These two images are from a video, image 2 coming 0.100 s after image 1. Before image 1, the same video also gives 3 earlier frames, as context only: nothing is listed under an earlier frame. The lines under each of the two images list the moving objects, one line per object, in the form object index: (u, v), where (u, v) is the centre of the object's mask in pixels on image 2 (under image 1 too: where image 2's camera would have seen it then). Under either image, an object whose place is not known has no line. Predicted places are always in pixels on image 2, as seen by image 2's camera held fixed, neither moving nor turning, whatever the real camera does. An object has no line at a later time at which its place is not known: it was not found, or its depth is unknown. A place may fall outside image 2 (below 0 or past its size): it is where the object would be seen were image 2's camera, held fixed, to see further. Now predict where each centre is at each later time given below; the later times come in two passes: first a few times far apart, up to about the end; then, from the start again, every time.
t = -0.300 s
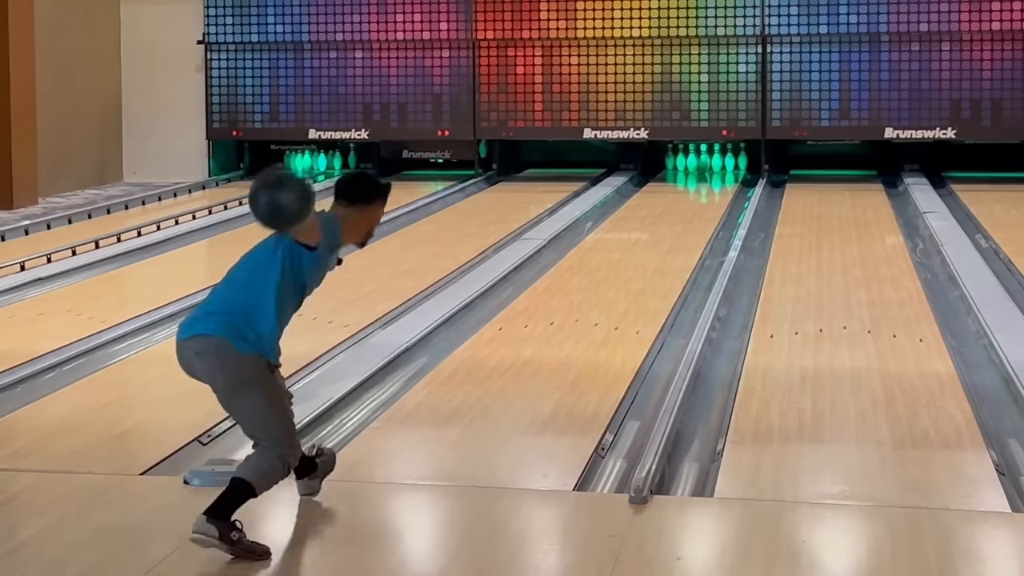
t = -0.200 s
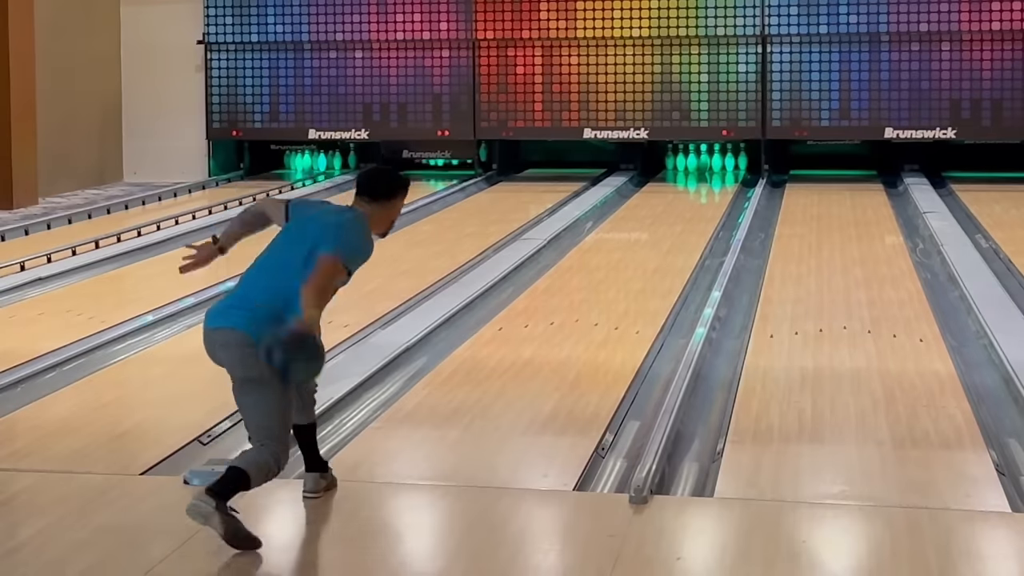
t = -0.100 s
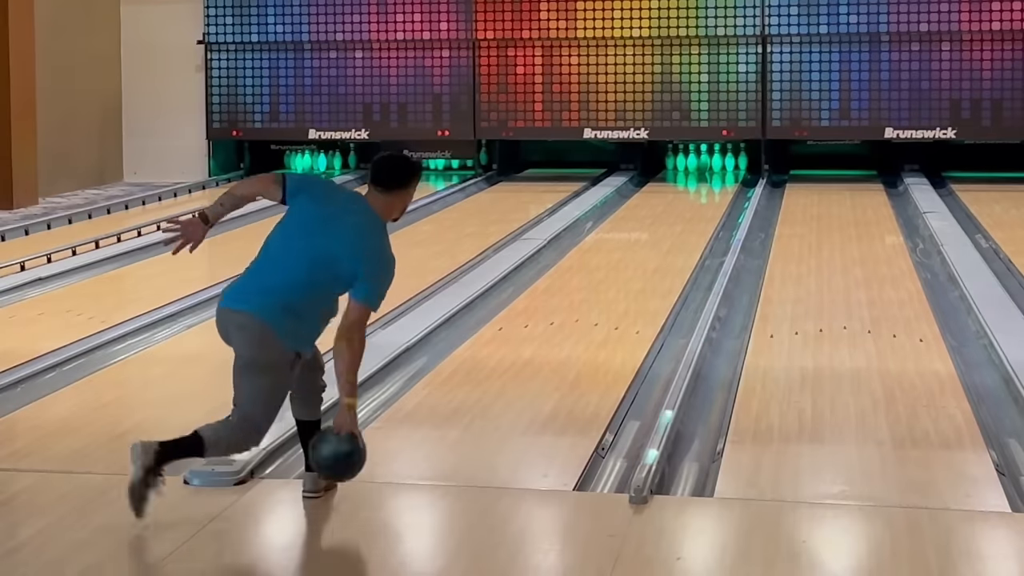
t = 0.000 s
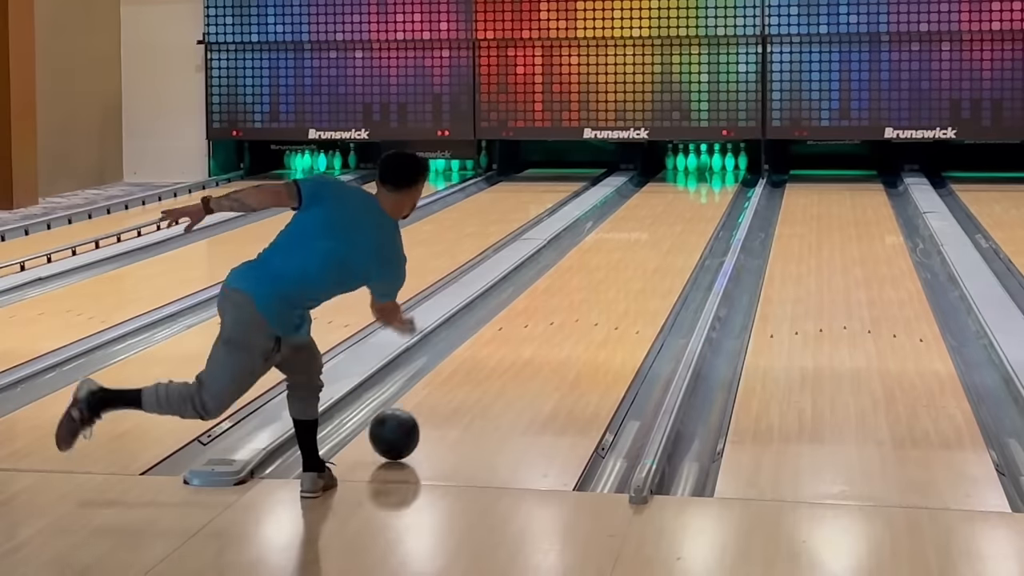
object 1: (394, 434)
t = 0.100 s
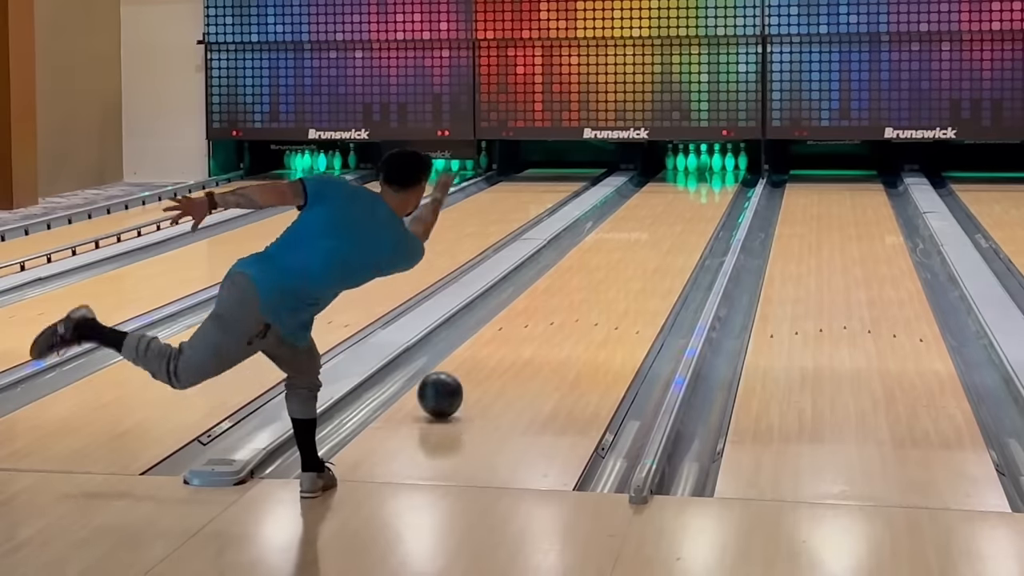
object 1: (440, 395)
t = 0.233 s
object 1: (488, 353)
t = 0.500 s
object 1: (557, 295)
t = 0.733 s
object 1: (598, 259)
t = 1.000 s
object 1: (632, 228)
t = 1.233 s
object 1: (655, 207)
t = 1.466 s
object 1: (673, 191)
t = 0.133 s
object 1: (453, 383)
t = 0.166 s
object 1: (466, 373)
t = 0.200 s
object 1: (477, 362)
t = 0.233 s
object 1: (488, 353)
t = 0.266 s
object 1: (499, 344)
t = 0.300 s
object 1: (509, 335)
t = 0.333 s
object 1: (518, 328)
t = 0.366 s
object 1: (527, 320)
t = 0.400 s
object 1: (535, 313)
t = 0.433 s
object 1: (543, 307)
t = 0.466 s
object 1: (550, 301)
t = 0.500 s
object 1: (557, 295)
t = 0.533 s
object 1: (564, 289)
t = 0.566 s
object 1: (570, 283)
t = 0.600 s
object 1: (576, 278)
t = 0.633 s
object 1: (582, 273)
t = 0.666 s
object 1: (588, 268)
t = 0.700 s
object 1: (593, 263)
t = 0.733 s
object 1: (598, 259)
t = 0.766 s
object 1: (603, 254)
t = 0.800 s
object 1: (608, 250)
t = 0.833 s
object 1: (612, 246)
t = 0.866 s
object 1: (617, 242)
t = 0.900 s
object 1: (621, 238)
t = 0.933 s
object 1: (625, 234)
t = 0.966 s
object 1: (628, 231)
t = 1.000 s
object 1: (632, 228)
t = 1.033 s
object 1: (636, 224)
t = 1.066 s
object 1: (639, 221)
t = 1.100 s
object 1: (642, 218)
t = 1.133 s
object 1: (646, 216)
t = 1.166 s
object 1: (649, 213)
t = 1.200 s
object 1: (652, 210)
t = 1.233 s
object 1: (655, 207)
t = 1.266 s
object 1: (657, 205)
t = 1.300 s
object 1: (660, 203)
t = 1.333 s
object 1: (663, 201)
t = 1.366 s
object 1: (666, 198)
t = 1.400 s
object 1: (668, 196)
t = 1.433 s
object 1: (670, 193)
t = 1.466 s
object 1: (673, 191)
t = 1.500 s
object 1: (675, 189)
